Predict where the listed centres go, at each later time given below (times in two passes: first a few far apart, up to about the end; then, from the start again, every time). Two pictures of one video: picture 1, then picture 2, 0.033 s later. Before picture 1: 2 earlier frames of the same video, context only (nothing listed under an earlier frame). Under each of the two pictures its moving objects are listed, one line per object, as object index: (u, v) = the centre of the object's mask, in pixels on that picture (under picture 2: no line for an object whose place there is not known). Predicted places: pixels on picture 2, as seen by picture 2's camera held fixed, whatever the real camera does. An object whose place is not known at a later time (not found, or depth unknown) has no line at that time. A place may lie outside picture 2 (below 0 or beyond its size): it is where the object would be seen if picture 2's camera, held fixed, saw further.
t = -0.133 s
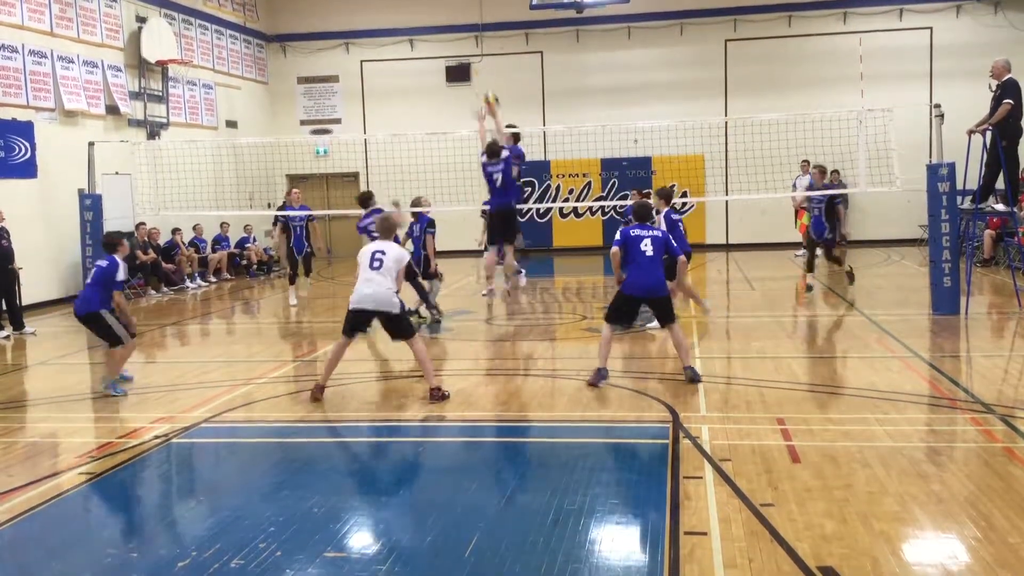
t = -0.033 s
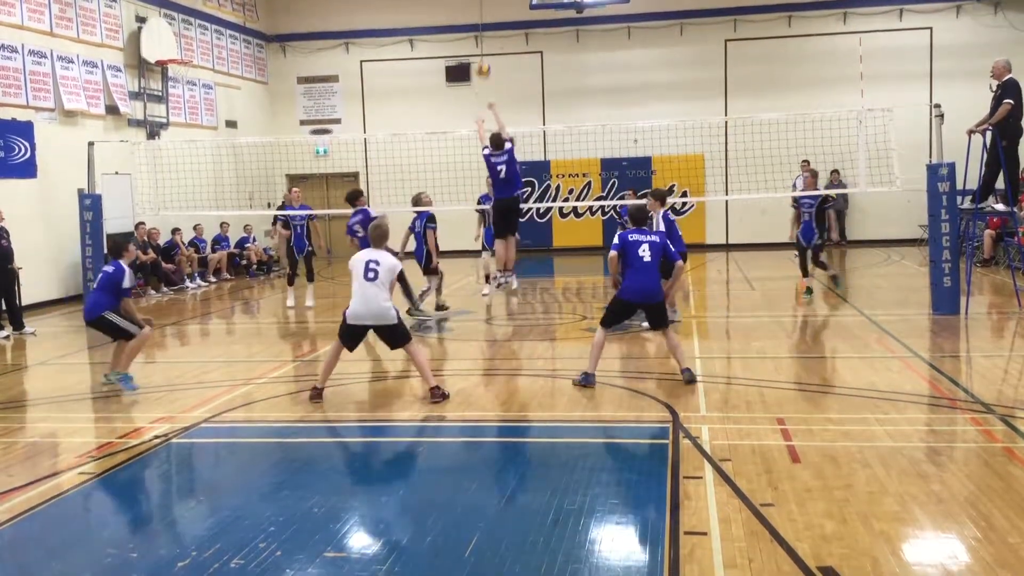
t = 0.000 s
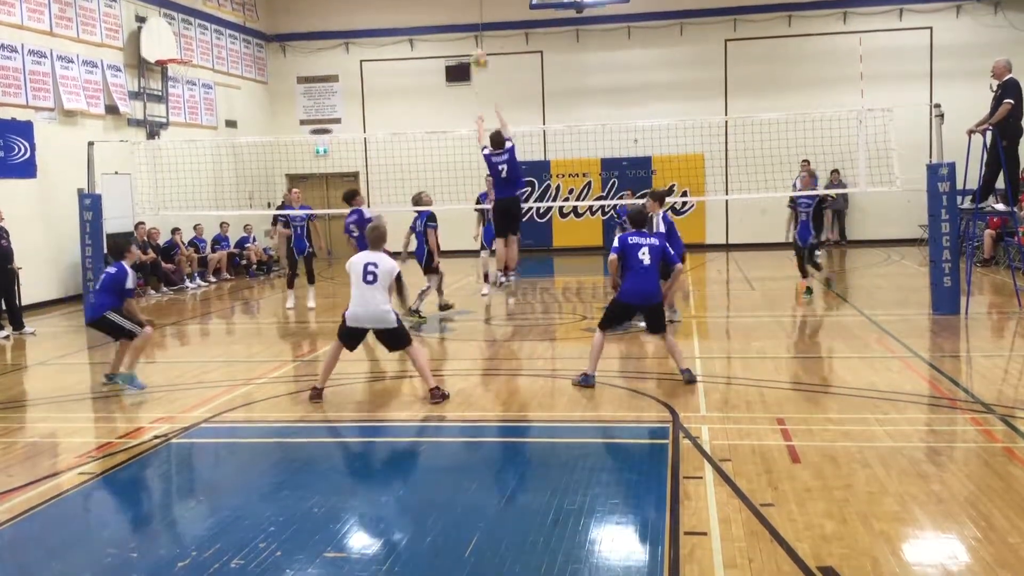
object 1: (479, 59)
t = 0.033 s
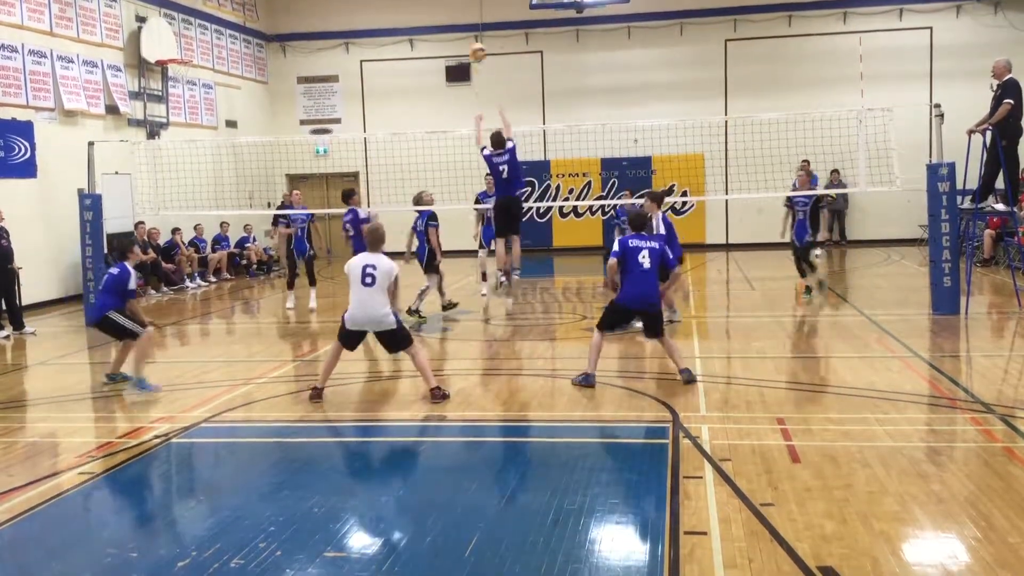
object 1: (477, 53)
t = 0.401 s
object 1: (449, 25)
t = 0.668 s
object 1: (433, 72)
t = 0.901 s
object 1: (423, 127)
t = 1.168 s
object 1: (421, 123)
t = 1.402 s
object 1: (422, 146)
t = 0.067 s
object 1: (475, 45)
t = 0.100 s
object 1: (471, 39)
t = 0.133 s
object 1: (469, 34)
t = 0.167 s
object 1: (466, 29)
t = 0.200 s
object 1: (464, 26)
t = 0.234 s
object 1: (462, 24)
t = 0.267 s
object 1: (460, 23)
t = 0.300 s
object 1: (457, 22)
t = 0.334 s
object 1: (454, 22)
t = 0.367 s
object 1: (452, 23)
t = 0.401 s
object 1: (449, 25)
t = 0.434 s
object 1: (447, 26)
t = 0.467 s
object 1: (445, 29)
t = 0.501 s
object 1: (443, 35)
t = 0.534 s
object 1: (441, 40)
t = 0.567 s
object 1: (439, 48)
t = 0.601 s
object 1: (436, 57)
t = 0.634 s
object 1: (435, 63)
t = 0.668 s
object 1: (433, 72)
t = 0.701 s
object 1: (431, 81)
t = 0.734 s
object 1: (429, 90)
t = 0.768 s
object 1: (428, 105)
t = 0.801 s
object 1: (426, 116)
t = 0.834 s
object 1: (424, 127)
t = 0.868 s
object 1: (424, 128)
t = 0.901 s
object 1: (423, 127)
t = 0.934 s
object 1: (423, 126)
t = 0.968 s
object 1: (423, 126)
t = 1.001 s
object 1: (422, 125)
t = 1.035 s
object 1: (422, 123)
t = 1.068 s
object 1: (422, 122)
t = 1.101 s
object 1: (421, 122)
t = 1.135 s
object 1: (421, 122)
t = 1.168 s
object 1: (421, 123)
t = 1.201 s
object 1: (421, 125)
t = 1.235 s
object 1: (421, 127)
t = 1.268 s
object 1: (421, 129)
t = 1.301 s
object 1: (421, 130)
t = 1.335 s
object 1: (422, 137)
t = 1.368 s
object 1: (421, 142)
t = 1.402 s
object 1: (422, 146)
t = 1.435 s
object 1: (422, 152)
